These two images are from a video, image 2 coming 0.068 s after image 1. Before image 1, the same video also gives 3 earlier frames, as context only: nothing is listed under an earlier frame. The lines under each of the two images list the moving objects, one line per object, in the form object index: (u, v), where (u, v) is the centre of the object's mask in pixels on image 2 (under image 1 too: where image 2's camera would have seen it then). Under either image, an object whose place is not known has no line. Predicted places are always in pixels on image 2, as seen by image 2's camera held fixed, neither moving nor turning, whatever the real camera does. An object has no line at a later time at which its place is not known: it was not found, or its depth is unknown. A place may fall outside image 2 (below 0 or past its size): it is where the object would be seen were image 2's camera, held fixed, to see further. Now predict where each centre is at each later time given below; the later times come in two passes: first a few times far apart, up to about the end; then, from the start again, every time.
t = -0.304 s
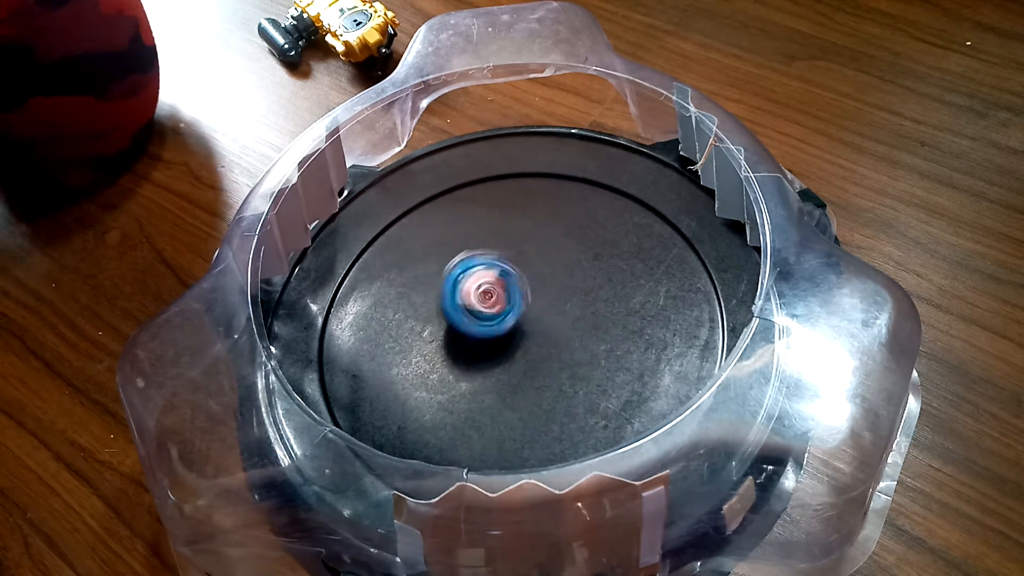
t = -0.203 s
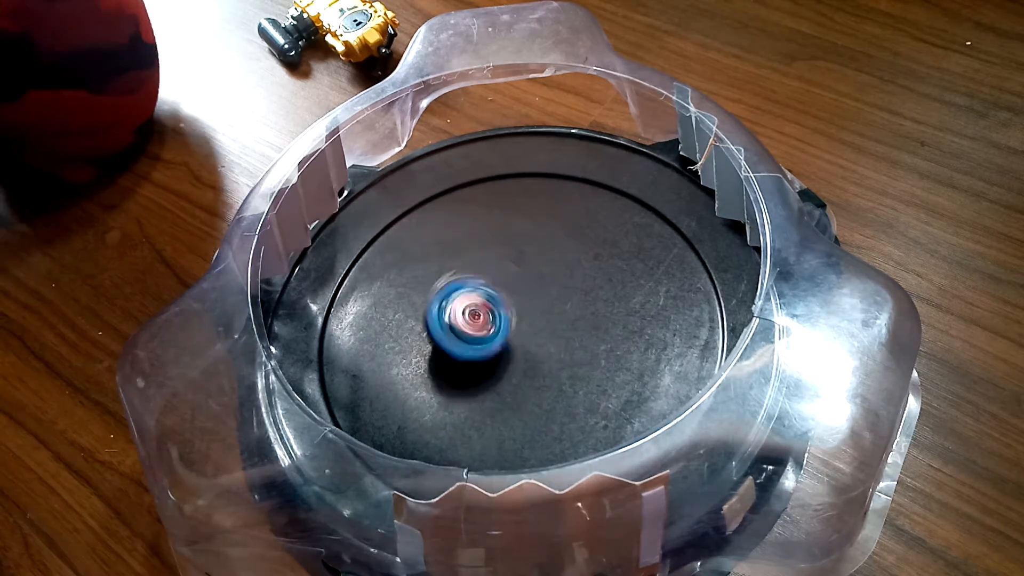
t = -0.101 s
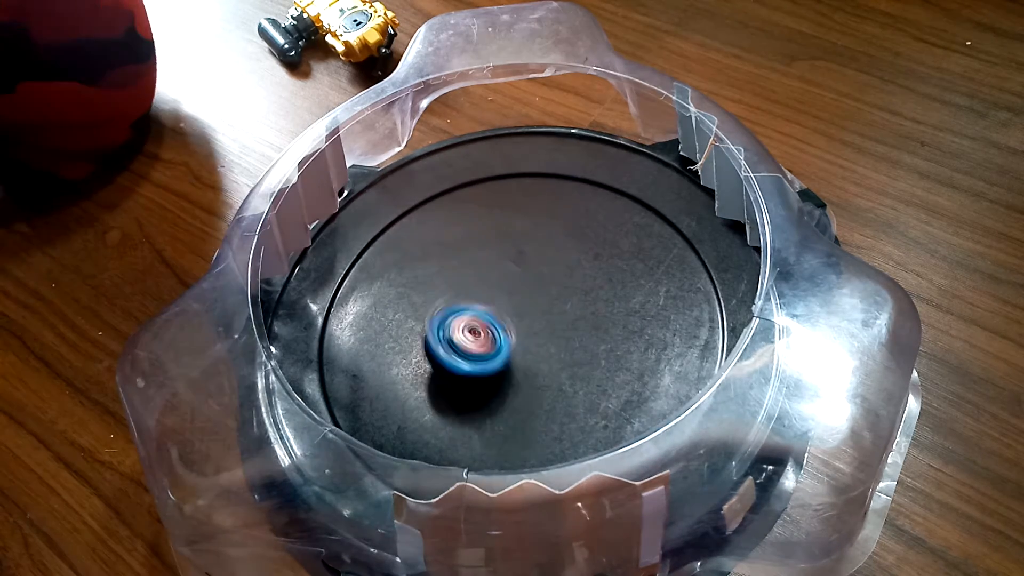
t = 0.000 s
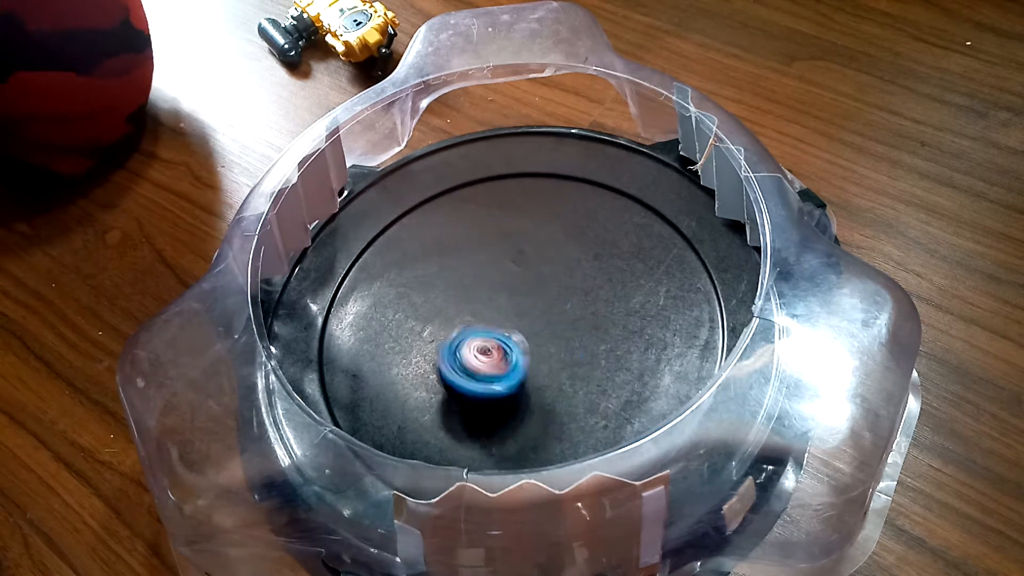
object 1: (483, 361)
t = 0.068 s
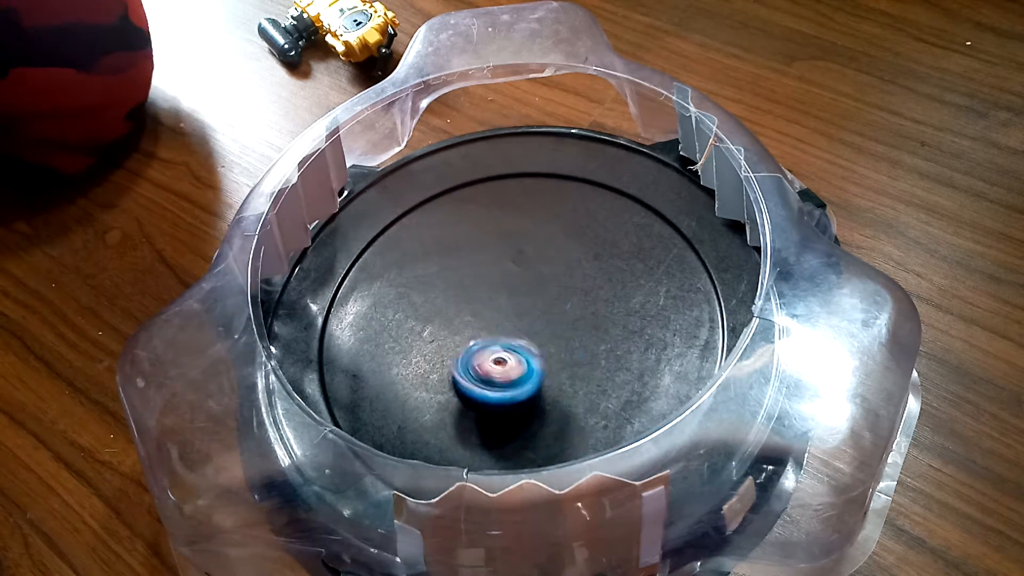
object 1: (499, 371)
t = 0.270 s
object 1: (538, 372)
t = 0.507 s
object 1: (548, 330)
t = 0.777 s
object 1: (500, 304)
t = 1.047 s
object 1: (454, 348)
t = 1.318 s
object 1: (481, 372)
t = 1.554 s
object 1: (528, 337)
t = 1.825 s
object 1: (506, 299)
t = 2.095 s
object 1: (451, 309)
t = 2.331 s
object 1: (463, 334)
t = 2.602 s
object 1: (513, 327)
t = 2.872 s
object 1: (492, 291)
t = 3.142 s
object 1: (465, 295)
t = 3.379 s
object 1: (492, 326)
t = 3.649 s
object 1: (531, 318)
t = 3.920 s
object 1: (525, 286)
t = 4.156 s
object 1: (501, 306)
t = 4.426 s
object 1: (522, 336)
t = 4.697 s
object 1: (546, 332)
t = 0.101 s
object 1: (505, 375)
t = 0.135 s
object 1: (513, 375)
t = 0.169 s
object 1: (520, 376)
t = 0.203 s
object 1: (527, 378)
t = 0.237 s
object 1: (534, 373)
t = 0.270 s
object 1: (538, 372)
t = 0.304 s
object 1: (544, 370)
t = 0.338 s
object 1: (550, 362)
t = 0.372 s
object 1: (551, 357)
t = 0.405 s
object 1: (552, 350)
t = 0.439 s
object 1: (553, 345)
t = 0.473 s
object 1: (551, 338)
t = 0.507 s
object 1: (548, 330)
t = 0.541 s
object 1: (544, 321)
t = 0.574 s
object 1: (538, 314)
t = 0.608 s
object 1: (531, 309)
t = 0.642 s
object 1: (526, 308)
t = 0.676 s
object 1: (520, 306)
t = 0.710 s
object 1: (514, 305)
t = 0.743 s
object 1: (507, 304)
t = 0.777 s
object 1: (500, 304)
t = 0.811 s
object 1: (491, 306)
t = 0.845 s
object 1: (483, 309)
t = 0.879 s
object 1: (477, 313)
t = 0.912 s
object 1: (469, 318)
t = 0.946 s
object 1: (464, 324)
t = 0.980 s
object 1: (460, 332)
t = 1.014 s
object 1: (457, 340)
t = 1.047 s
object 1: (454, 348)
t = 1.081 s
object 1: (453, 355)
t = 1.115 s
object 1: (455, 358)
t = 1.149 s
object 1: (456, 363)
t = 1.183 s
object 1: (458, 368)
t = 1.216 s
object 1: (464, 369)
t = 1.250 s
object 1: (468, 369)
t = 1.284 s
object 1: (474, 372)
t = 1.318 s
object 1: (481, 372)
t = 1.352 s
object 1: (489, 368)
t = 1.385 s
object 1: (496, 365)
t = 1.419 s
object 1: (503, 363)
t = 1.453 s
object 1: (511, 358)
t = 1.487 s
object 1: (517, 351)
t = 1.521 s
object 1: (525, 343)
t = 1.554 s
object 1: (528, 337)
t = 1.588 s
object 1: (531, 332)
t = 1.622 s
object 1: (530, 327)
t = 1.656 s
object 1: (529, 321)
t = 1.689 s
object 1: (527, 317)
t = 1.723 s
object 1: (523, 311)
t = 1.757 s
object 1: (519, 306)
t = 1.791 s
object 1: (513, 302)
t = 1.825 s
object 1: (506, 299)
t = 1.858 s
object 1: (497, 296)
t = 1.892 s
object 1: (489, 296)
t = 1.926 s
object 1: (481, 296)
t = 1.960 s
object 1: (475, 297)
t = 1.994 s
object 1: (468, 298)
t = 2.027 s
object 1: (462, 301)
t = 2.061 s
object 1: (456, 304)
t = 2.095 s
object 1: (451, 309)
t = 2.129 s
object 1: (450, 314)
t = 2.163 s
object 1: (449, 318)
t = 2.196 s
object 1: (449, 322)
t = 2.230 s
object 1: (449, 328)
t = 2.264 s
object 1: (454, 331)
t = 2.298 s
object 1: (458, 332)
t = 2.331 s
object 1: (463, 334)
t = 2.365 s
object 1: (469, 336)
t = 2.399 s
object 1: (478, 337)
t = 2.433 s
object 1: (486, 336)
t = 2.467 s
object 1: (496, 334)
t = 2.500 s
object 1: (501, 332)
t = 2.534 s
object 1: (506, 329)
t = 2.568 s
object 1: (511, 329)
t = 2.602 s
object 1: (513, 327)
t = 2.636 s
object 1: (515, 324)
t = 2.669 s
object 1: (516, 319)
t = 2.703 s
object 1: (515, 316)
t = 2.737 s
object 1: (513, 311)
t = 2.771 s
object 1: (509, 304)
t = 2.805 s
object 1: (505, 300)
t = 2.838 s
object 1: (498, 295)
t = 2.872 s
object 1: (492, 291)
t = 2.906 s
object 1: (484, 287)
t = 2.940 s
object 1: (479, 286)
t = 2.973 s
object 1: (473, 287)
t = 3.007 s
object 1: (470, 286)
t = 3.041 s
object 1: (467, 286)
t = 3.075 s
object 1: (466, 290)
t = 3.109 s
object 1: (465, 293)
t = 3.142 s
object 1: (465, 295)
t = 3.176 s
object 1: (465, 299)
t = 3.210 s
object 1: (467, 305)
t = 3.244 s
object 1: (471, 310)
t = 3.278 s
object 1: (476, 314)
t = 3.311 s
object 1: (481, 319)
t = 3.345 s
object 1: (486, 323)
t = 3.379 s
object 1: (492, 326)
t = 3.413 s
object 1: (498, 327)
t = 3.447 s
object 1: (504, 328)
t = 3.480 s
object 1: (510, 328)
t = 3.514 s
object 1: (514, 328)
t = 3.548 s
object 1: (519, 326)
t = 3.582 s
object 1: (523, 324)
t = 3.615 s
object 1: (527, 322)
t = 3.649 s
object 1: (531, 318)
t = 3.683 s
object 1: (535, 310)
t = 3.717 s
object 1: (537, 305)
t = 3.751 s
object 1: (537, 300)
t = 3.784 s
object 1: (536, 296)
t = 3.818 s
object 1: (534, 290)
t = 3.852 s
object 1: (531, 287)
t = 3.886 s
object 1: (530, 287)
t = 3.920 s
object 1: (525, 286)
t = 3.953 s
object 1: (521, 287)
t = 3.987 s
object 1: (518, 287)
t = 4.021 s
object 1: (514, 288)
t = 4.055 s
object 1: (509, 292)
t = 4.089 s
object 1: (505, 297)
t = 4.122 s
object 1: (503, 301)
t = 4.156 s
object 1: (501, 306)
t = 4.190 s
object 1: (501, 310)
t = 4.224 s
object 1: (500, 315)
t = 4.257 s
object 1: (501, 318)
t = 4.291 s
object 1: (503, 321)
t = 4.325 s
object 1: (506, 325)
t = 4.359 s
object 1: (510, 327)
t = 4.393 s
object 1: (515, 333)
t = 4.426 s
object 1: (522, 336)
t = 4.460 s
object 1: (529, 337)
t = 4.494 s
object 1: (535, 337)
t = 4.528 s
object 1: (538, 337)
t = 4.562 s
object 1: (542, 338)
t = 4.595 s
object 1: (545, 339)
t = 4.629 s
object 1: (549, 338)
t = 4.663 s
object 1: (549, 333)
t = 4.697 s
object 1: (546, 332)
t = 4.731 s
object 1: (543, 331)
